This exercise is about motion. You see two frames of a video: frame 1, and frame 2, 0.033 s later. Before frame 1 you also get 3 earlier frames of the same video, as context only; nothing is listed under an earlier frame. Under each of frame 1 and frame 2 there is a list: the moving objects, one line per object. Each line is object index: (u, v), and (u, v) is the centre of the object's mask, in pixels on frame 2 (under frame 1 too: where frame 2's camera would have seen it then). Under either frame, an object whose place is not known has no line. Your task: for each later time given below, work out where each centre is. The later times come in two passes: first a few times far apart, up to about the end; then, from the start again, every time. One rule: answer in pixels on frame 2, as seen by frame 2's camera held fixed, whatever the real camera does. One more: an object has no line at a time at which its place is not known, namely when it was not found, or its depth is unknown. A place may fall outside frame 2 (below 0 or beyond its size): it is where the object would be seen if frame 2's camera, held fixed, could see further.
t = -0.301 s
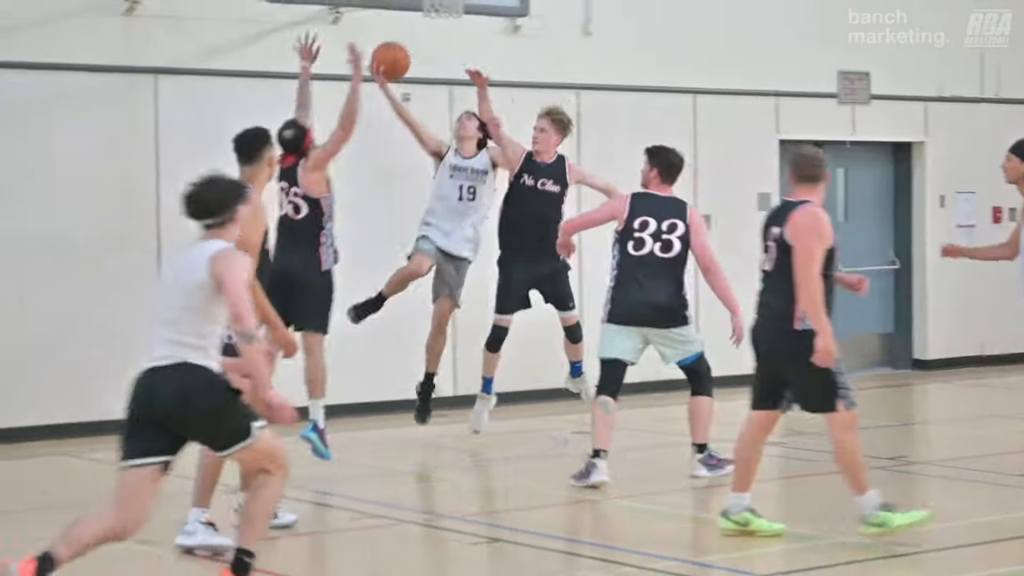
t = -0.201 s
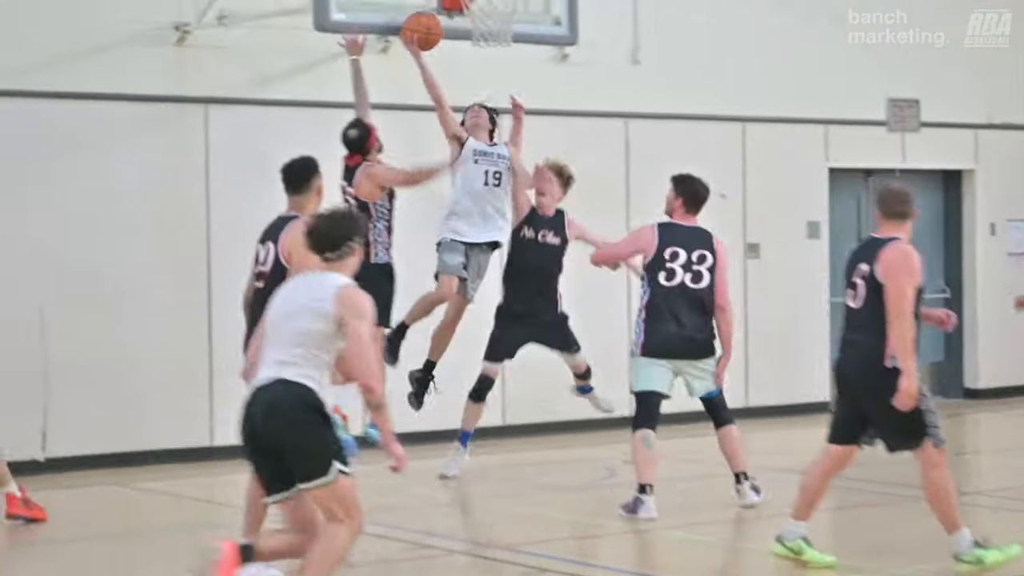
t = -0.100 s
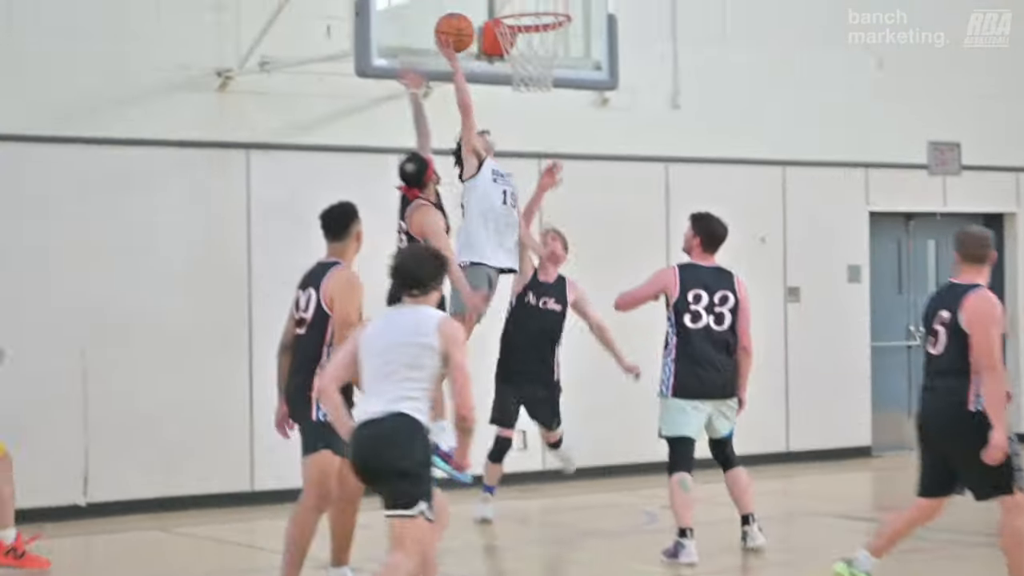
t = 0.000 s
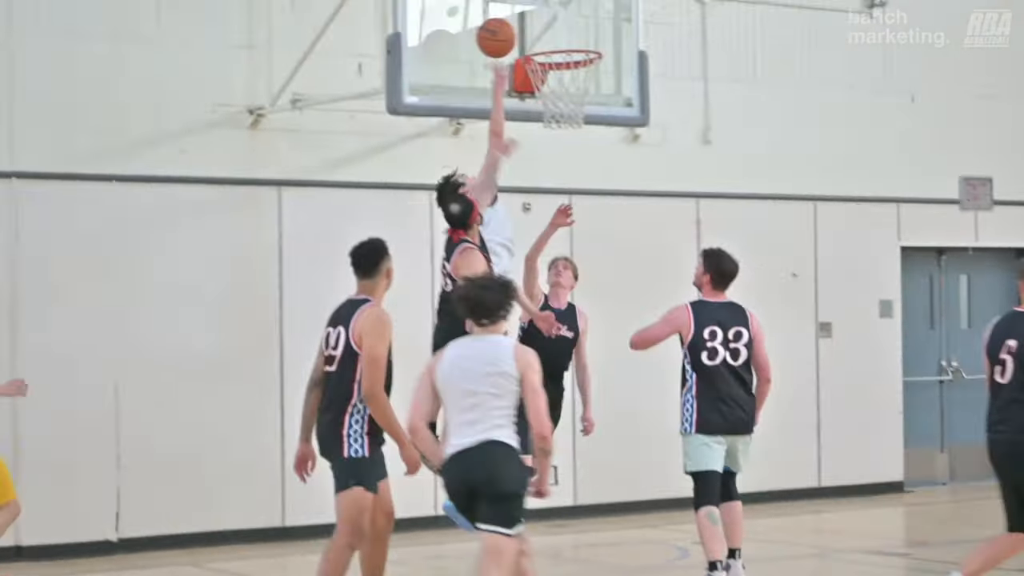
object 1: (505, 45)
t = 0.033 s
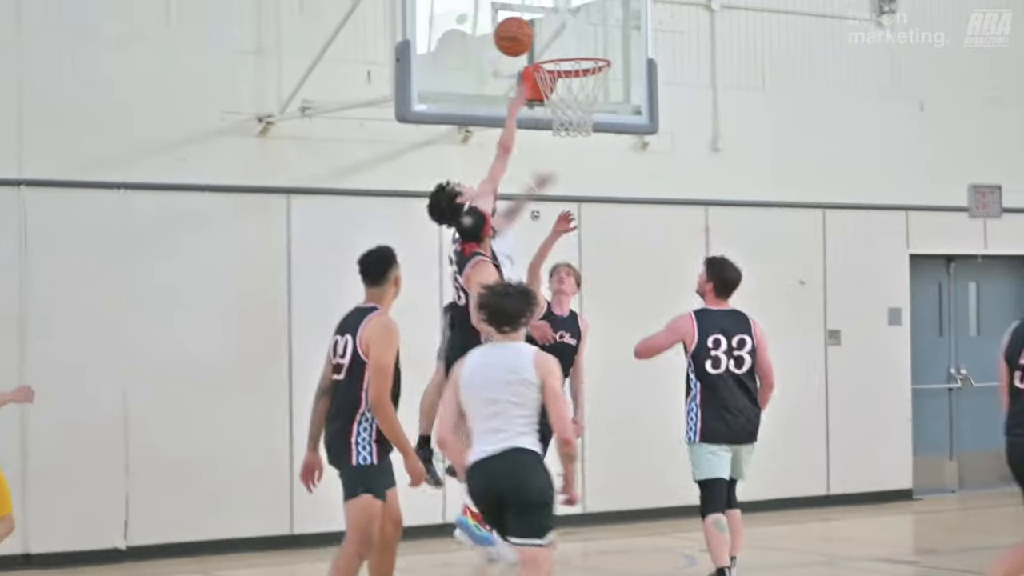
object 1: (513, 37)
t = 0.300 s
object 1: (584, 27)
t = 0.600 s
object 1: (587, 47)
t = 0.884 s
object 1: (556, 111)
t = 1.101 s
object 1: (567, 162)
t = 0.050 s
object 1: (518, 33)
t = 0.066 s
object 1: (522, 29)
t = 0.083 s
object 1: (527, 26)
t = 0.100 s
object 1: (531, 23)
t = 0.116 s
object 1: (535, 21)
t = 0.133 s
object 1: (540, 19)
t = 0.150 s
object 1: (545, 18)
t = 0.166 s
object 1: (549, 17)
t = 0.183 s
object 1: (553, 17)
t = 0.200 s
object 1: (557, 17)
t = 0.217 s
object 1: (562, 18)
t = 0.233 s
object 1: (566, 18)
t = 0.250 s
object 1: (571, 20)
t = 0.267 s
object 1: (575, 22)
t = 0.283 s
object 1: (579, 24)
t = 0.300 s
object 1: (584, 27)
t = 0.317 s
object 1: (588, 30)
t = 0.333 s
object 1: (592, 34)
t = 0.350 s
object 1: (597, 38)
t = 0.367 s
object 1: (601, 42)
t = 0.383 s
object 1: (602, 43)
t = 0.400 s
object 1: (601, 42)
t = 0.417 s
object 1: (600, 40)
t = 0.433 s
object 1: (599, 39)
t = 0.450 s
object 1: (598, 39)
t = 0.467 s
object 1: (597, 39)
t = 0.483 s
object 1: (596, 38)
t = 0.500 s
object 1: (595, 39)
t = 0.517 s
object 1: (593, 40)
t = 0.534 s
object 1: (592, 40)
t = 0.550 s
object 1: (591, 42)
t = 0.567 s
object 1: (590, 45)
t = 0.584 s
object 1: (588, 47)
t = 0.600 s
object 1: (587, 47)
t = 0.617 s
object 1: (585, 48)
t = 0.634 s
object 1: (583, 49)
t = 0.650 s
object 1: (580, 53)
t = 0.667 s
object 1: (579, 61)
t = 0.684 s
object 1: (576, 64)
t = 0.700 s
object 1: (574, 69)
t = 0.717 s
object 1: (572, 73)
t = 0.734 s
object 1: (569, 78)
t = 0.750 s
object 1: (567, 82)
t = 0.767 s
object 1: (565, 87)
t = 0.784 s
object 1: (562, 91)
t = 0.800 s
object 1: (558, 94)
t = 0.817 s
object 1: (556, 99)
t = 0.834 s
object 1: (557, 102)
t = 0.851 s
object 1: (559, 107)
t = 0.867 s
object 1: (557, 108)
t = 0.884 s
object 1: (556, 111)
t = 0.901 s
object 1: (556, 114)
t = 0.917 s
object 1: (556, 116)
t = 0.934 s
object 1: (557, 118)
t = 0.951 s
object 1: (557, 120)
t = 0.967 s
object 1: (557, 122)
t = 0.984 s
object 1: (559, 128)
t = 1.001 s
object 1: (560, 131)
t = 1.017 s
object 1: (561, 136)
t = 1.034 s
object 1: (562, 142)
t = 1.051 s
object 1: (564, 145)
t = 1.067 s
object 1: (565, 150)
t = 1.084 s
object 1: (566, 156)
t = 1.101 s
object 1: (567, 162)
